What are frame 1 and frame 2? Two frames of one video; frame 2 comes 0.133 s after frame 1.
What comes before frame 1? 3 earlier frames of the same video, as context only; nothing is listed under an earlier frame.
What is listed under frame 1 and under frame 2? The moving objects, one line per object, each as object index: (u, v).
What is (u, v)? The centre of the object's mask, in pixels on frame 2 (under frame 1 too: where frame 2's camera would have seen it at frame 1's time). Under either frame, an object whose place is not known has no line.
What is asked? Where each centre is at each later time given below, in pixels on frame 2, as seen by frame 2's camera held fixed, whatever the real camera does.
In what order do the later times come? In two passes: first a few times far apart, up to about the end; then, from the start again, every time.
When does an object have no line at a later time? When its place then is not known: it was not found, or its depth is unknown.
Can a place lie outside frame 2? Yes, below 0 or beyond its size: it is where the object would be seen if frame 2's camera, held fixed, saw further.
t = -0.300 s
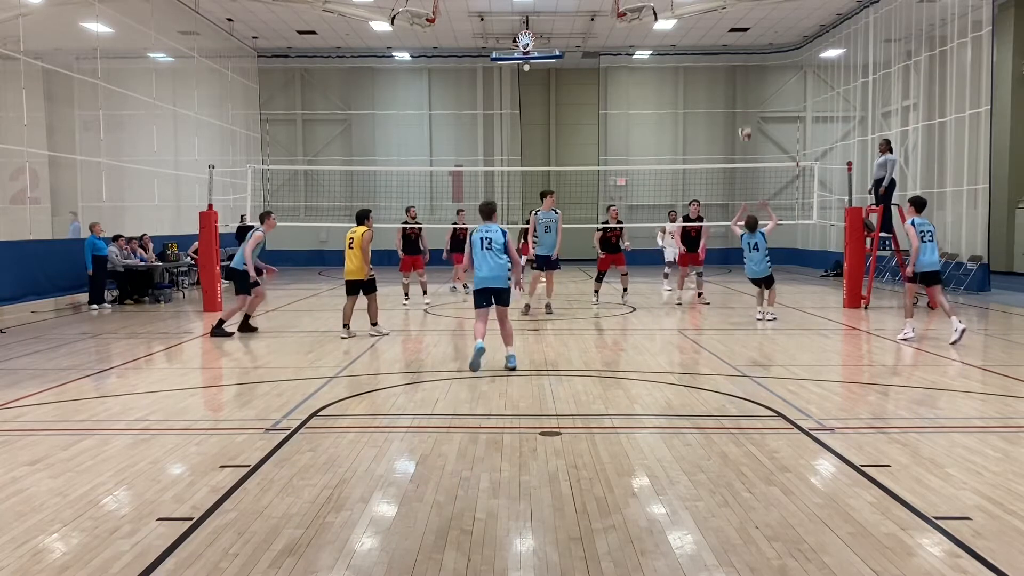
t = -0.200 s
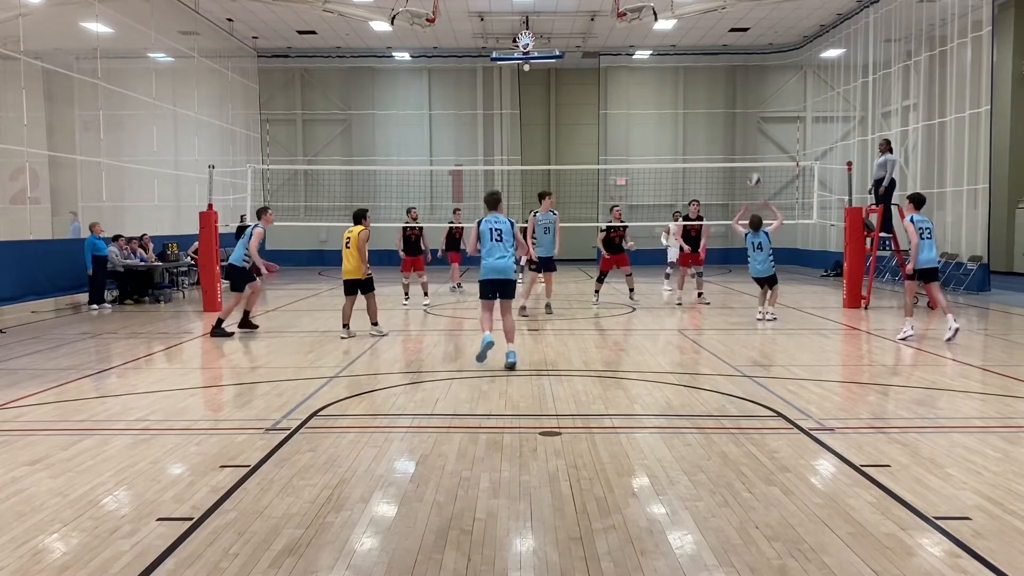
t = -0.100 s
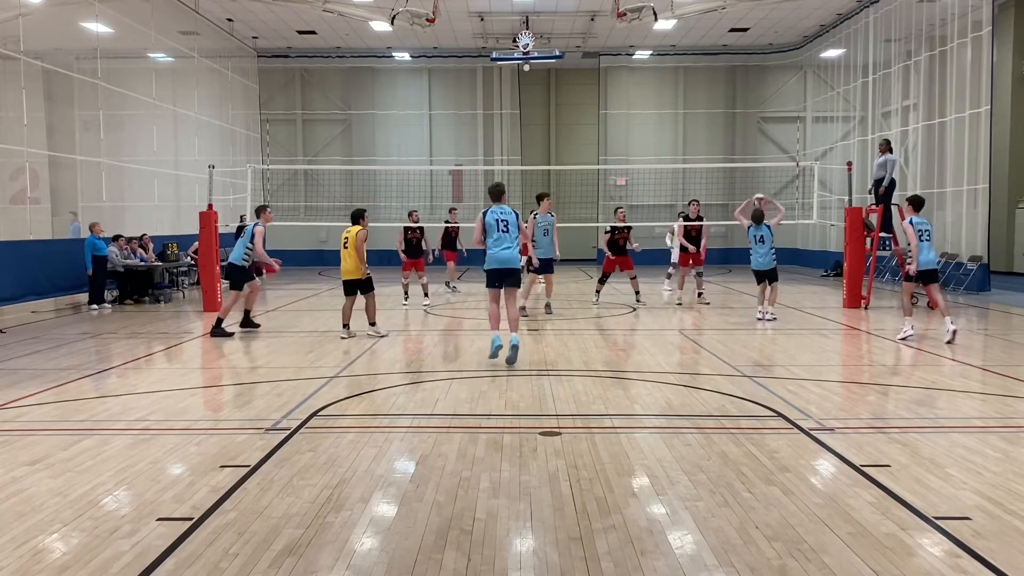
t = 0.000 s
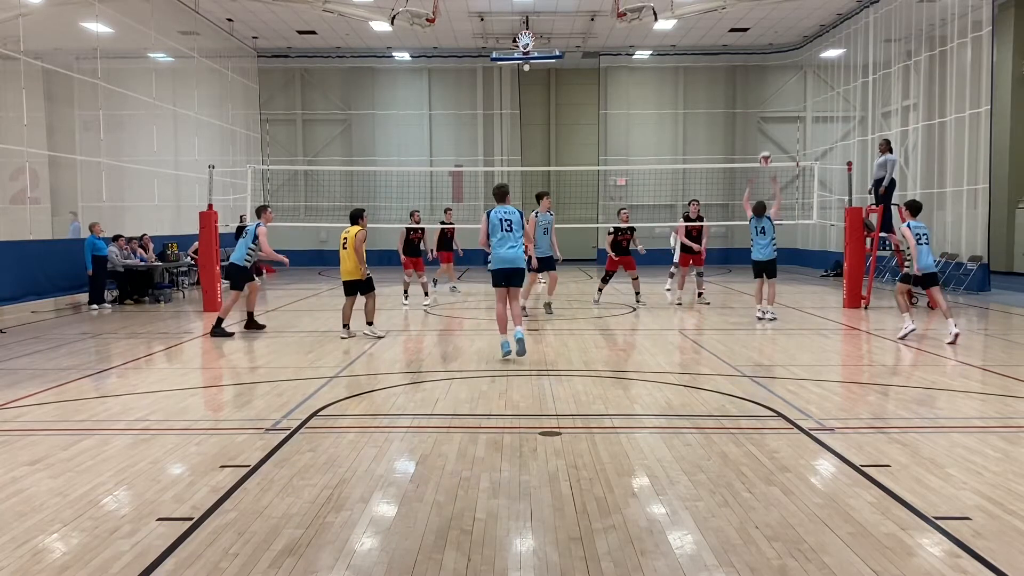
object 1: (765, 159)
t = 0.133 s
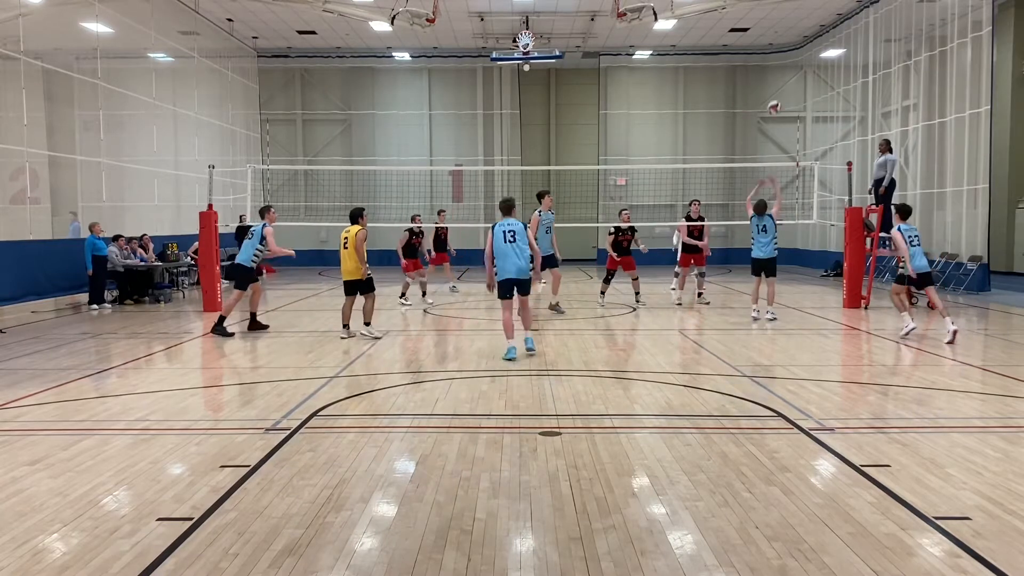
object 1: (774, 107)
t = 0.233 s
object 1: (779, 78)
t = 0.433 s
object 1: (790, 40)
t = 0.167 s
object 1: (776, 97)
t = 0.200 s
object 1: (778, 87)
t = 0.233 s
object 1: (779, 78)
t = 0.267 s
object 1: (781, 69)
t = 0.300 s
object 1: (783, 62)
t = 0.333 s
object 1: (785, 55)
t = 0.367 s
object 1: (787, 50)
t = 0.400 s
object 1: (789, 45)
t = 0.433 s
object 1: (790, 40)
